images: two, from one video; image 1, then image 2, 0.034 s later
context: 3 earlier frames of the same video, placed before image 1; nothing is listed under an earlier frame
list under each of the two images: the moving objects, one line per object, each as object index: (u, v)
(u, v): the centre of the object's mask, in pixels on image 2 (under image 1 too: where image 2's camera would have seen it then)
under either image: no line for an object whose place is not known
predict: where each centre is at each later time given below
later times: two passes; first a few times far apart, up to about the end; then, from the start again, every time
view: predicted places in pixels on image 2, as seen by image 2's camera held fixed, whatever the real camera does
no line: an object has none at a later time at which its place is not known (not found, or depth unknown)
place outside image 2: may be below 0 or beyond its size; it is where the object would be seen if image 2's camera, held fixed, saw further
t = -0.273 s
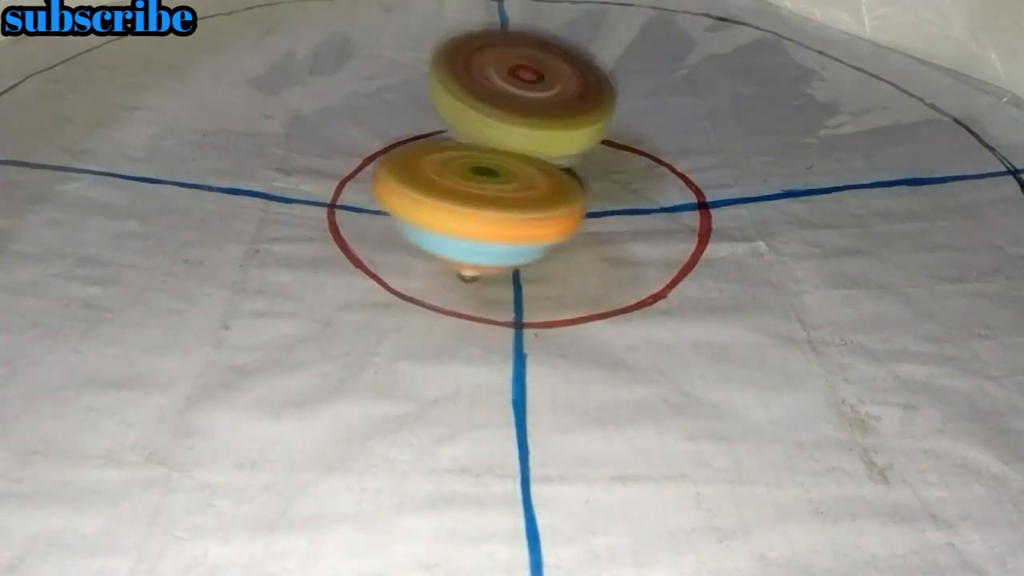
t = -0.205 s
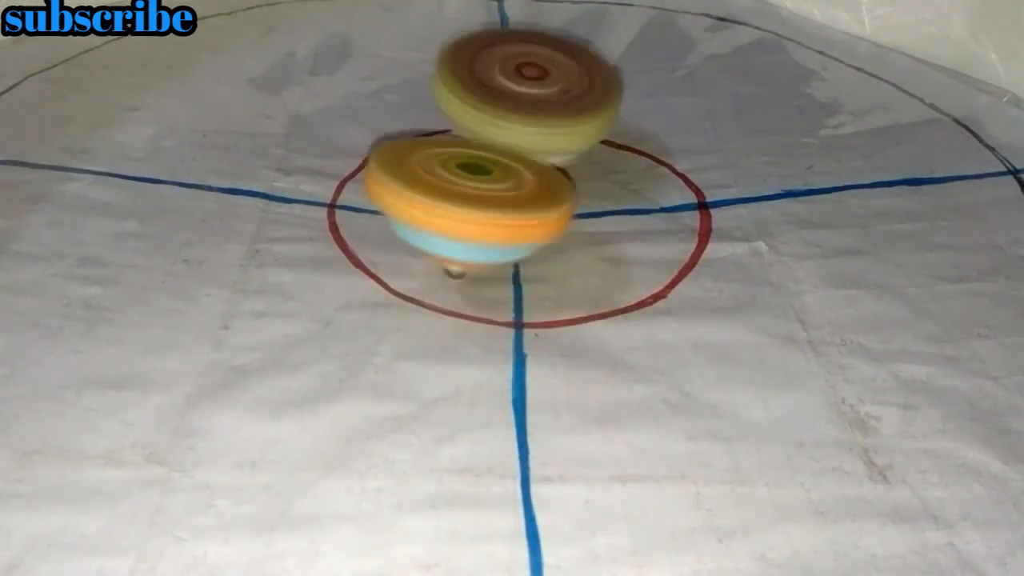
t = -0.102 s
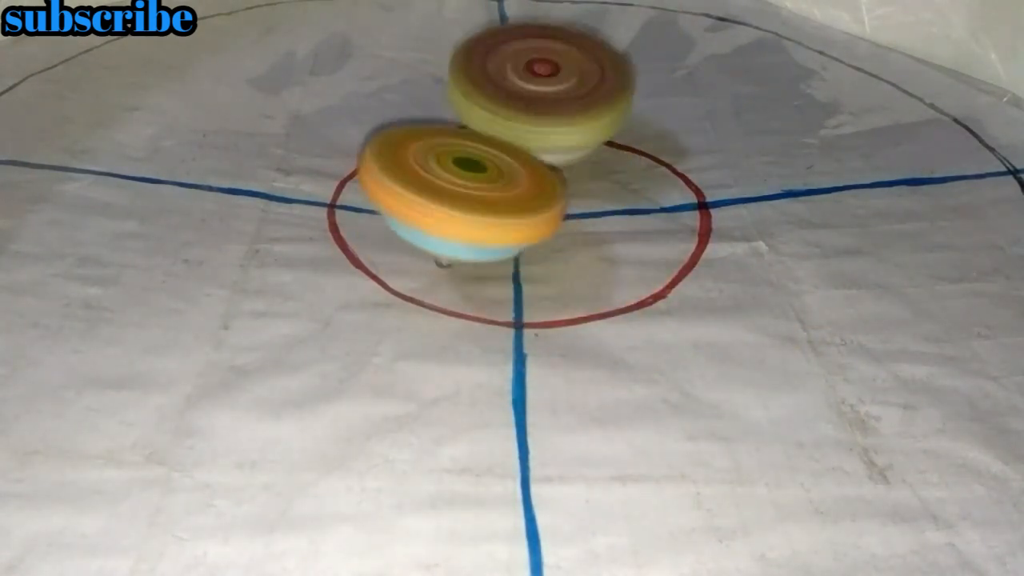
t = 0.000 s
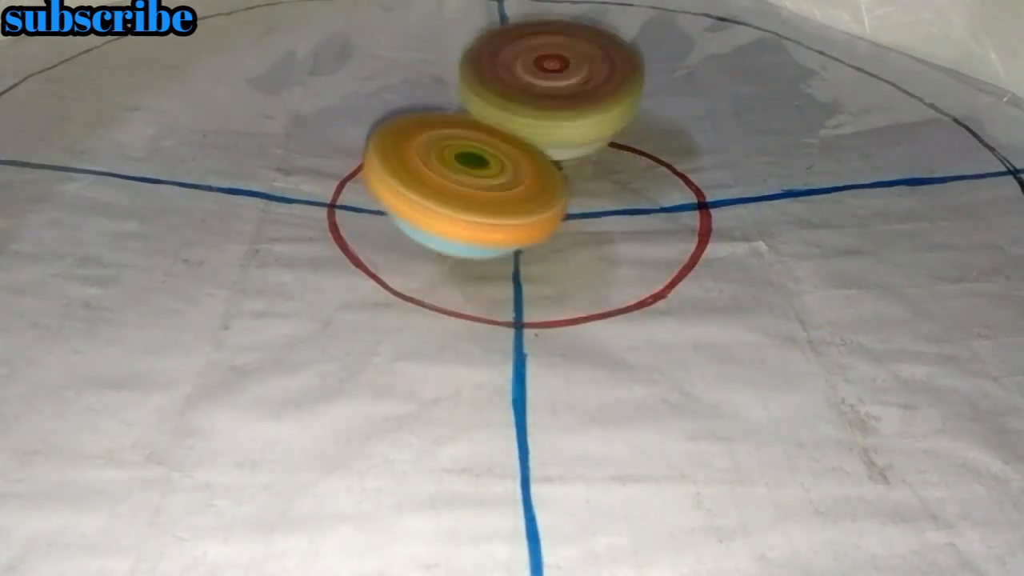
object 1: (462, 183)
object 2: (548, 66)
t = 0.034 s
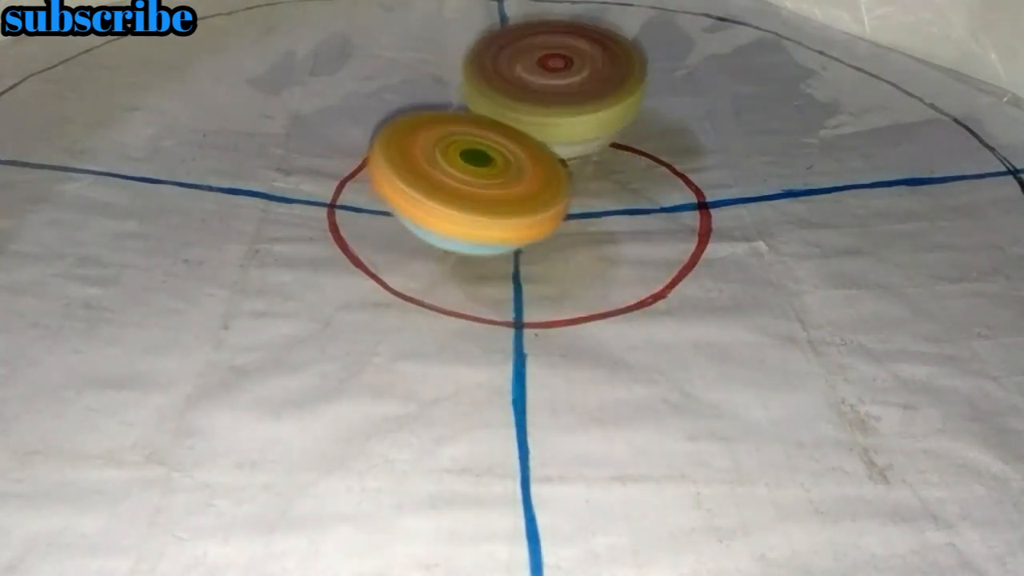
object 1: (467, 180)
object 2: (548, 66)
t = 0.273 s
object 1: (423, 176)
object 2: (613, 69)
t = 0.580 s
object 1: (448, 172)
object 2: (647, 95)
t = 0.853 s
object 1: (446, 169)
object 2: (624, 90)
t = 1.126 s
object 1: (391, 154)
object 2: (651, 119)
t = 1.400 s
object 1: (414, 172)
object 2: (627, 120)
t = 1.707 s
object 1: (433, 203)
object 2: (599, 109)
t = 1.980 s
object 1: (429, 192)
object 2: (609, 84)
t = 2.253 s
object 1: (463, 204)
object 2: (606, 81)
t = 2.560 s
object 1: (477, 218)
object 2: (582, 76)
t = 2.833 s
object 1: (486, 213)
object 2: (571, 70)
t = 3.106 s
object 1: (510, 215)
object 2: (572, 67)
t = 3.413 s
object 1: (521, 220)
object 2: (543, 68)
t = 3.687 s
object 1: (535, 218)
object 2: (519, 66)
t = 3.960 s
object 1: (543, 215)
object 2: (521, 90)
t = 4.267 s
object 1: (555, 211)
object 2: (498, 82)
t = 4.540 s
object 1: (532, 227)
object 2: (508, 89)
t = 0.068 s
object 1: (471, 177)
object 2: (553, 66)
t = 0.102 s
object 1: (475, 175)
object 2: (557, 66)
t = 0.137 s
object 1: (476, 173)
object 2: (561, 64)
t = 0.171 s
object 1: (470, 172)
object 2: (573, 64)
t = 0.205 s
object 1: (446, 173)
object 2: (594, 63)
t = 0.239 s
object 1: (428, 175)
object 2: (607, 65)
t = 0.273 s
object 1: (423, 176)
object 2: (613, 69)
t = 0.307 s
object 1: (423, 176)
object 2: (611, 66)
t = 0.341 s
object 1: (425, 177)
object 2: (616, 64)
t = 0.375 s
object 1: (428, 176)
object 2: (623, 68)
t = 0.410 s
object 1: (431, 176)
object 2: (633, 68)
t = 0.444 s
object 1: (434, 176)
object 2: (630, 74)
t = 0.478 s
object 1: (438, 175)
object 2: (633, 75)
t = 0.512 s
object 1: (440, 175)
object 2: (648, 87)
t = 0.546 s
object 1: (445, 173)
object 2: (650, 91)
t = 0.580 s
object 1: (448, 172)
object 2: (647, 95)
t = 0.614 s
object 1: (452, 172)
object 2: (641, 99)
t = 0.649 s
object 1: (457, 171)
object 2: (634, 100)
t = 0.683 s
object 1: (460, 170)
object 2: (628, 103)
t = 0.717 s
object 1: (464, 170)
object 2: (624, 102)
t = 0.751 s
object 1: (463, 170)
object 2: (625, 103)
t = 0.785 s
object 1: (458, 171)
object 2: (625, 109)
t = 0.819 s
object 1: (454, 170)
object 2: (624, 107)
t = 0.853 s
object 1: (446, 169)
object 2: (624, 90)
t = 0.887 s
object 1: (438, 170)
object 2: (617, 101)
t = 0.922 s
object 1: (406, 168)
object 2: (634, 107)
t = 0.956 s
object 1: (388, 163)
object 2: (643, 108)
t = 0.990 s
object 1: (383, 162)
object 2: (637, 121)
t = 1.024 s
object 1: (385, 159)
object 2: (626, 119)
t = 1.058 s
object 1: (387, 158)
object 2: (629, 117)
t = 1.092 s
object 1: (391, 154)
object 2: (642, 121)
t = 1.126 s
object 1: (391, 154)
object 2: (651, 119)
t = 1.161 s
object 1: (394, 154)
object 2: (631, 114)
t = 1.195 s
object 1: (396, 156)
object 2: (629, 106)
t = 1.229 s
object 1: (399, 158)
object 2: (627, 106)
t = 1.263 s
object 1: (399, 161)
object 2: (642, 135)
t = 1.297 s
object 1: (401, 163)
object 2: (637, 120)
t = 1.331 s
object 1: (404, 166)
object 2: (640, 121)
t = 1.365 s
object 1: (408, 168)
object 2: (638, 120)
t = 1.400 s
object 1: (414, 172)
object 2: (627, 120)
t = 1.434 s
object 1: (417, 175)
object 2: (620, 118)
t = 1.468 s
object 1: (423, 179)
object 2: (614, 117)
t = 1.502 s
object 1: (426, 183)
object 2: (612, 117)
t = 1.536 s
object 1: (429, 186)
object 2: (614, 117)
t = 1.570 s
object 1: (429, 191)
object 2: (605, 113)
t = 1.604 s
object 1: (431, 193)
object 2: (603, 115)
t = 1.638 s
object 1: (435, 199)
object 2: (599, 117)
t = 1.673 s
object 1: (434, 202)
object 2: (596, 112)
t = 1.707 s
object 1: (433, 203)
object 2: (599, 109)
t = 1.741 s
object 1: (429, 202)
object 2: (600, 105)
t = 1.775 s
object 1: (427, 201)
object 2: (594, 92)
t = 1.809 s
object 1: (424, 202)
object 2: (600, 88)
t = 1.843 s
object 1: (424, 200)
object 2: (590, 88)
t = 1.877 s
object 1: (424, 199)
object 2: (596, 86)
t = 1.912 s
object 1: (426, 195)
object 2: (610, 95)
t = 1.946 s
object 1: (426, 194)
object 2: (608, 84)
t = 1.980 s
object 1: (429, 192)
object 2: (609, 84)
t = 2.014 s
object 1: (433, 194)
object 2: (604, 85)
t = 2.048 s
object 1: (436, 195)
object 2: (605, 85)
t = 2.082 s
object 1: (441, 197)
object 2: (607, 83)
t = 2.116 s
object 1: (444, 199)
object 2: (604, 83)
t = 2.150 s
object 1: (450, 200)
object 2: (606, 81)
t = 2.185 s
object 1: (455, 201)
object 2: (603, 79)
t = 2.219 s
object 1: (460, 202)
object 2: (609, 80)
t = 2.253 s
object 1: (463, 204)
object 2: (606, 81)
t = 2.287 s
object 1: (465, 206)
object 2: (601, 80)
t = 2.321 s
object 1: (469, 207)
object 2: (599, 79)
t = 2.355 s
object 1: (472, 209)
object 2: (598, 80)
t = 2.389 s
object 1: (477, 211)
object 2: (596, 78)
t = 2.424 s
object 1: (479, 215)
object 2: (594, 79)
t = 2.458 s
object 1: (480, 216)
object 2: (593, 79)
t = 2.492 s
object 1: (478, 219)
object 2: (594, 79)
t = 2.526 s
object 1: (477, 219)
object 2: (590, 79)
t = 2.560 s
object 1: (477, 218)
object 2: (582, 76)
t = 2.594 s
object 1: (476, 219)
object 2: (579, 74)
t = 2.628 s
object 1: (477, 217)
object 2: (575, 74)
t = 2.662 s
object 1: (477, 217)
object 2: (573, 71)
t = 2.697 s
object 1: (479, 214)
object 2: (569, 70)
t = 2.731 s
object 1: (480, 212)
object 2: (565, 69)
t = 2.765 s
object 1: (483, 211)
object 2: (573, 67)
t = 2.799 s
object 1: (485, 211)
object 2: (574, 66)
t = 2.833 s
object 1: (486, 213)
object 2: (571, 70)
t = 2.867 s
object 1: (489, 214)
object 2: (574, 72)
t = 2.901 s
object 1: (492, 215)
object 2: (574, 70)
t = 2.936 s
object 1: (496, 216)
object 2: (567, 72)
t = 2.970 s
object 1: (499, 217)
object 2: (566, 69)
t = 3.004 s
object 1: (501, 216)
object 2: (562, 68)
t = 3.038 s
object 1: (503, 216)
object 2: (574, 67)
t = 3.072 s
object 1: (506, 216)
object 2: (572, 67)
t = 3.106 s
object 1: (510, 215)
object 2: (572, 67)
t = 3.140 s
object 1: (512, 218)
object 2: (571, 67)
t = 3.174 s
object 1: (514, 219)
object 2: (569, 67)
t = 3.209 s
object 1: (515, 223)
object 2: (563, 82)
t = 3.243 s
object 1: (516, 223)
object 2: (570, 68)
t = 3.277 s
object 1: (517, 223)
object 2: (570, 70)
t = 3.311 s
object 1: (518, 223)
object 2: (564, 72)
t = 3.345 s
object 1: (519, 223)
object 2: (551, 75)
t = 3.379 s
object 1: (520, 221)
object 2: (540, 74)
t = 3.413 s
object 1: (521, 220)
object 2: (543, 68)
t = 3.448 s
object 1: (524, 218)
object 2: (534, 69)
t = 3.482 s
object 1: (525, 218)
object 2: (525, 73)
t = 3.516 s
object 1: (527, 216)
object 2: (536, 70)
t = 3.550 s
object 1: (528, 215)
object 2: (531, 67)
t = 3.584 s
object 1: (531, 217)
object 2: (525, 69)
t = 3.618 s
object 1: (534, 218)
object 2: (532, 67)
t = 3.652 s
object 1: (534, 219)
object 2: (525, 68)
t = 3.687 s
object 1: (535, 218)
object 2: (519, 66)
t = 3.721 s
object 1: (534, 216)
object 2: (524, 65)
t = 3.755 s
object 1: (534, 213)
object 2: (528, 79)
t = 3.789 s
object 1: (534, 212)
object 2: (527, 79)
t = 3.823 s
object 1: (535, 211)
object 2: (526, 80)
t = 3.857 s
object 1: (538, 212)
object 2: (530, 84)
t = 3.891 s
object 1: (541, 215)
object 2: (530, 88)
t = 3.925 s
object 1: (542, 216)
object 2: (520, 78)
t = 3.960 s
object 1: (543, 215)
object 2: (521, 90)
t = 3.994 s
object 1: (543, 216)
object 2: (516, 80)
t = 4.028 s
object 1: (546, 218)
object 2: (508, 77)
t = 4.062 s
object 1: (547, 218)
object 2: (516, 88)
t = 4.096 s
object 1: (549, 214)
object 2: (517, 83)
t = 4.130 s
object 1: (551, 212)
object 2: (502, 82)
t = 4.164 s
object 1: (552, 212)
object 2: (513, 85)
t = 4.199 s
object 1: (553, 209)
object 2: (507, 86)
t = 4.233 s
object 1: (555, 209)
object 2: (494, 86)
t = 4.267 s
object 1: (555, 211)
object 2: (498, 82)
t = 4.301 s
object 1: (555, 211)
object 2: (493, 81)
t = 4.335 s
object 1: (551, 210)
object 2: (496, 79)
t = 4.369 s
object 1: (549, 206)
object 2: (507, 96)
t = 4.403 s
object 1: (548, 204)
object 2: (508, 96)
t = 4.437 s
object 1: (548, 204)
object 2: (508, 96)
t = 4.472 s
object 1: (543, 214)
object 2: (511, 89)
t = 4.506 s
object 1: (537, 220)
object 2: (507, 90)
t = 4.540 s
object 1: (532, 227)
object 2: (508, 89)
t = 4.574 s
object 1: (525, 233)
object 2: (516, 89)
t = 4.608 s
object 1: (519, 239)
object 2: (511, 100)
